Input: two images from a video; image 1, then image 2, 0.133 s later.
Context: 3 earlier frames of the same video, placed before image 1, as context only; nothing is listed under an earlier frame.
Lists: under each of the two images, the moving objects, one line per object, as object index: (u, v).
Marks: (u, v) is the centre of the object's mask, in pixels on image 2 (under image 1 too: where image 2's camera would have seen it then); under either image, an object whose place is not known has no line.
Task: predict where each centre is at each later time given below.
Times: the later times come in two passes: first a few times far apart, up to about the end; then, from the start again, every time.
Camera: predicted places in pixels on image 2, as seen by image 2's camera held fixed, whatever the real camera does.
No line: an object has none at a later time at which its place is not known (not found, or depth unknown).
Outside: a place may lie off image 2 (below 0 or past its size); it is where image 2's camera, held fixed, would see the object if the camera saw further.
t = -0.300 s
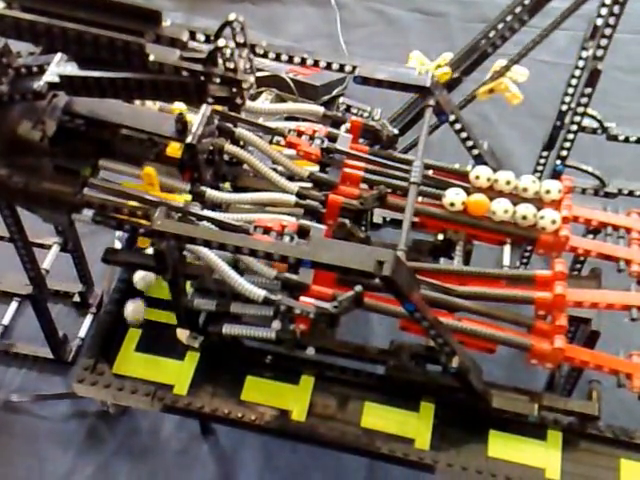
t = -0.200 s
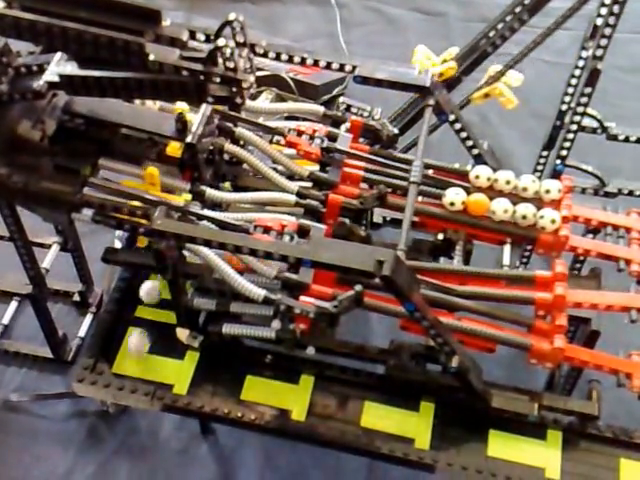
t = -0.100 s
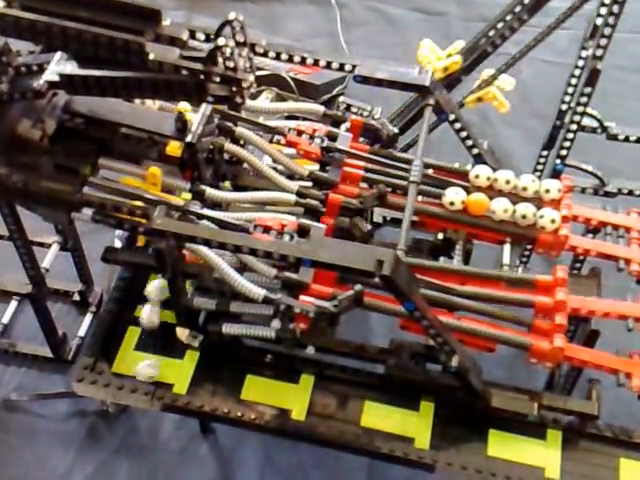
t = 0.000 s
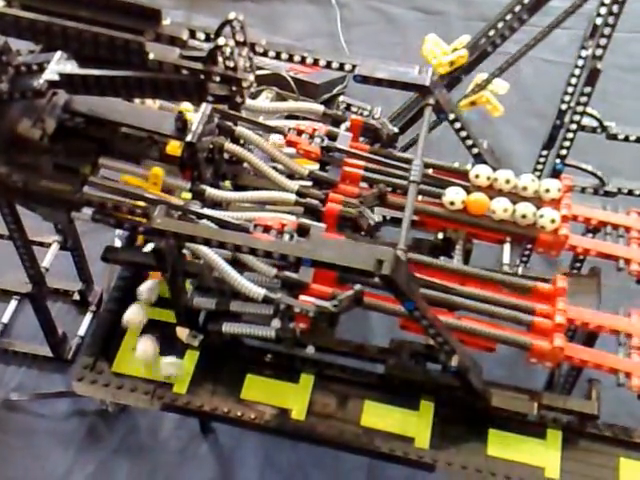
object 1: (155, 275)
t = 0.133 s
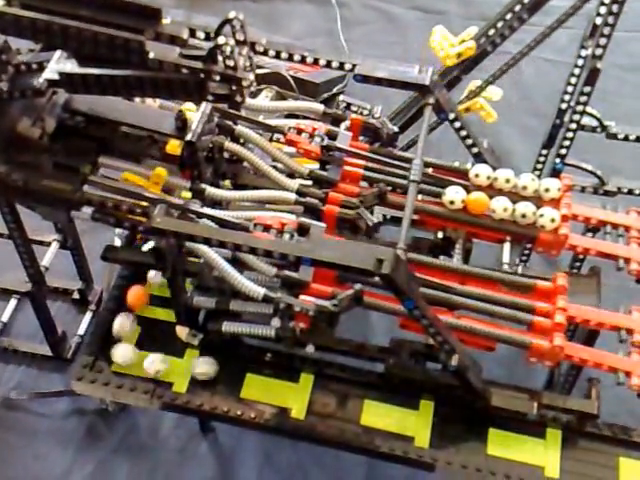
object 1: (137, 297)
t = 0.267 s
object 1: (135, 338)
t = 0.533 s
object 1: (150, 373)
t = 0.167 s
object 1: (135, 307)
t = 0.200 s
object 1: (136, 316)
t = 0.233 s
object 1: (136, 326)
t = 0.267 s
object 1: (135, 338)
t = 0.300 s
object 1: (137, 348)
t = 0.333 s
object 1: (137, 351)
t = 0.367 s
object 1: (138, 354)
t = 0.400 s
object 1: (138, 358)
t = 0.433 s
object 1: (138, 362)
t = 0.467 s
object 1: (140, 367)
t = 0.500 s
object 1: (145, 371)
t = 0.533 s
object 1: (150, 373)
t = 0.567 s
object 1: (155, 374)
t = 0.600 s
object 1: (162, 376)
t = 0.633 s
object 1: (162, 376)
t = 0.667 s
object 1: (166, 378)
